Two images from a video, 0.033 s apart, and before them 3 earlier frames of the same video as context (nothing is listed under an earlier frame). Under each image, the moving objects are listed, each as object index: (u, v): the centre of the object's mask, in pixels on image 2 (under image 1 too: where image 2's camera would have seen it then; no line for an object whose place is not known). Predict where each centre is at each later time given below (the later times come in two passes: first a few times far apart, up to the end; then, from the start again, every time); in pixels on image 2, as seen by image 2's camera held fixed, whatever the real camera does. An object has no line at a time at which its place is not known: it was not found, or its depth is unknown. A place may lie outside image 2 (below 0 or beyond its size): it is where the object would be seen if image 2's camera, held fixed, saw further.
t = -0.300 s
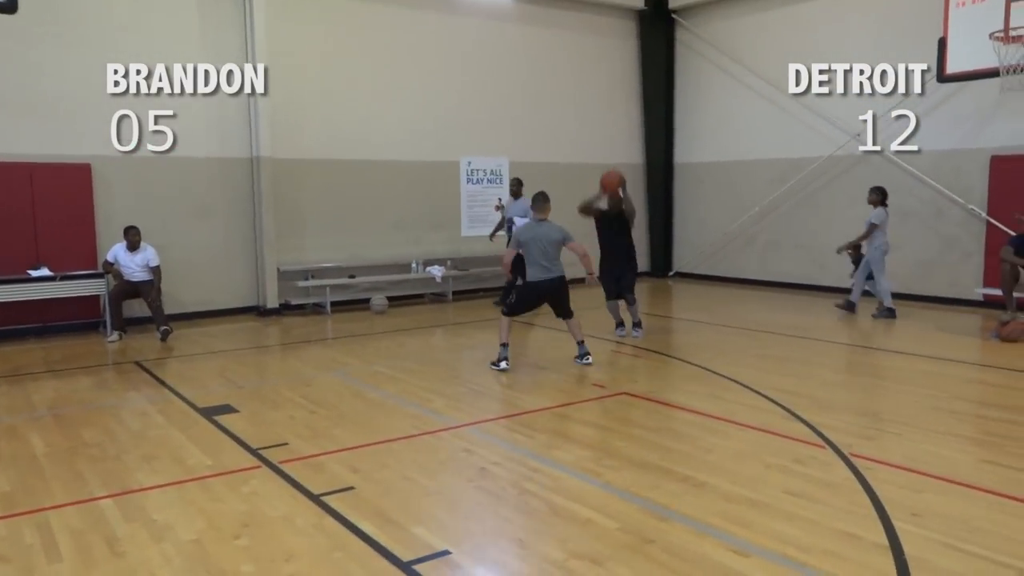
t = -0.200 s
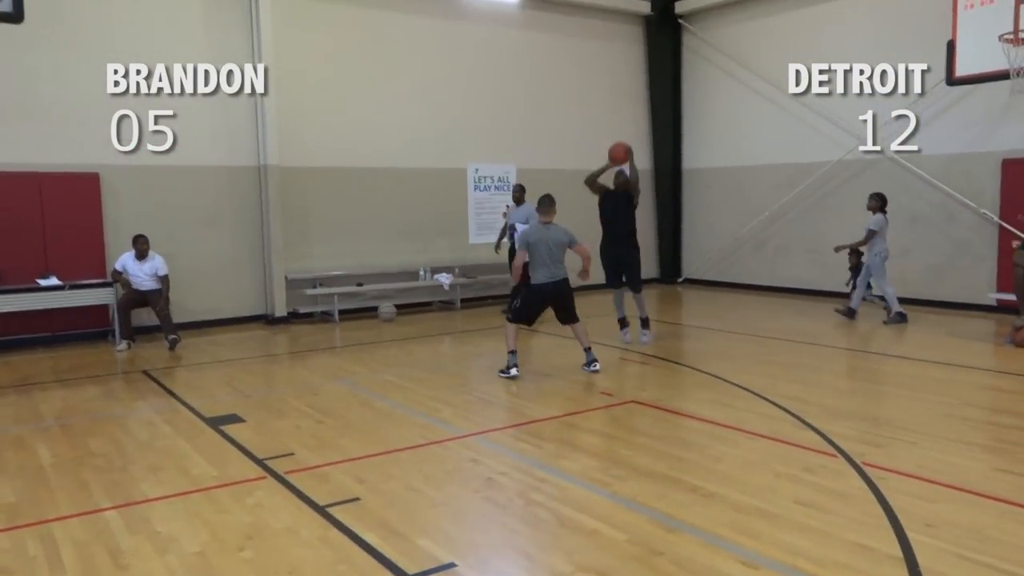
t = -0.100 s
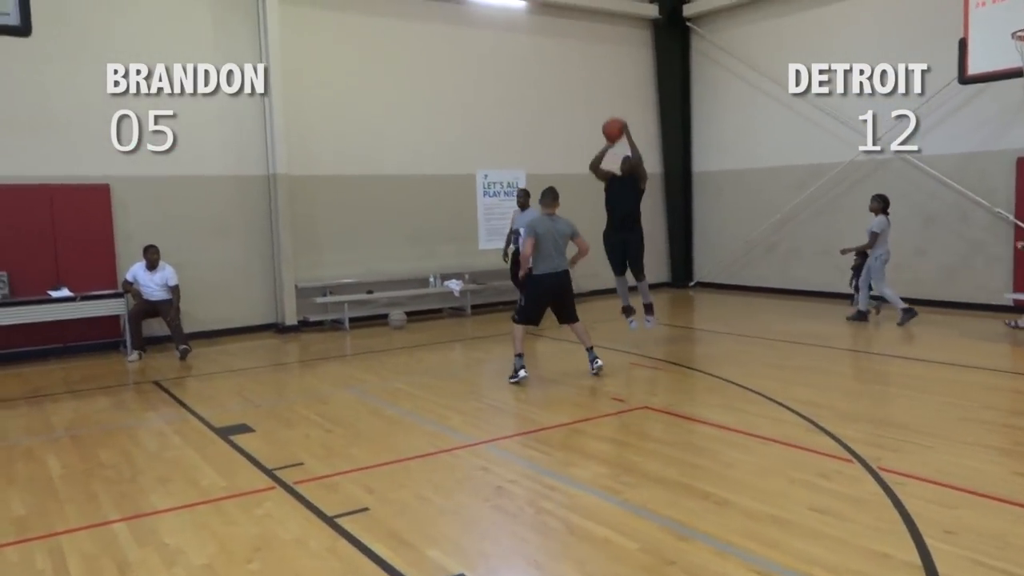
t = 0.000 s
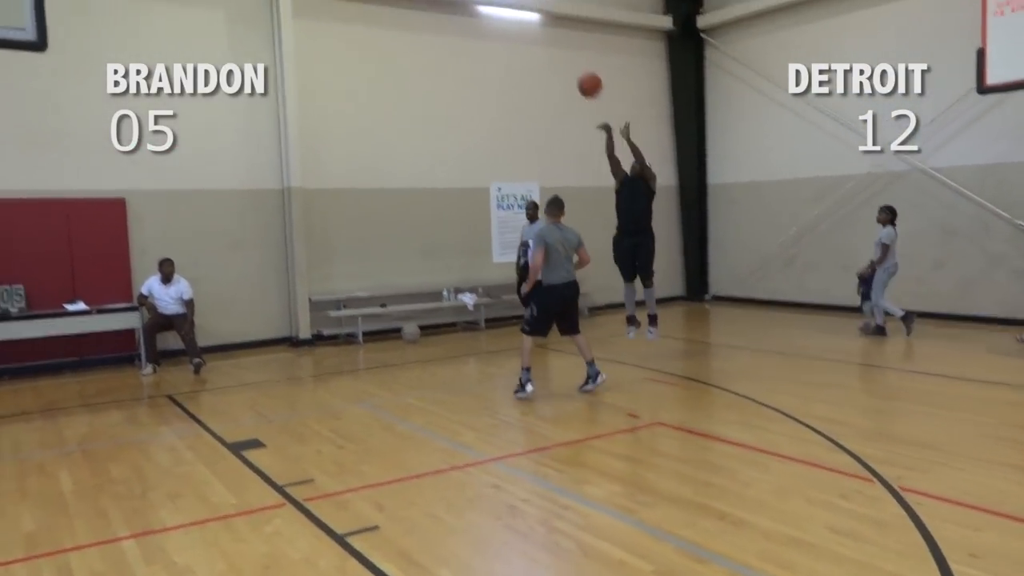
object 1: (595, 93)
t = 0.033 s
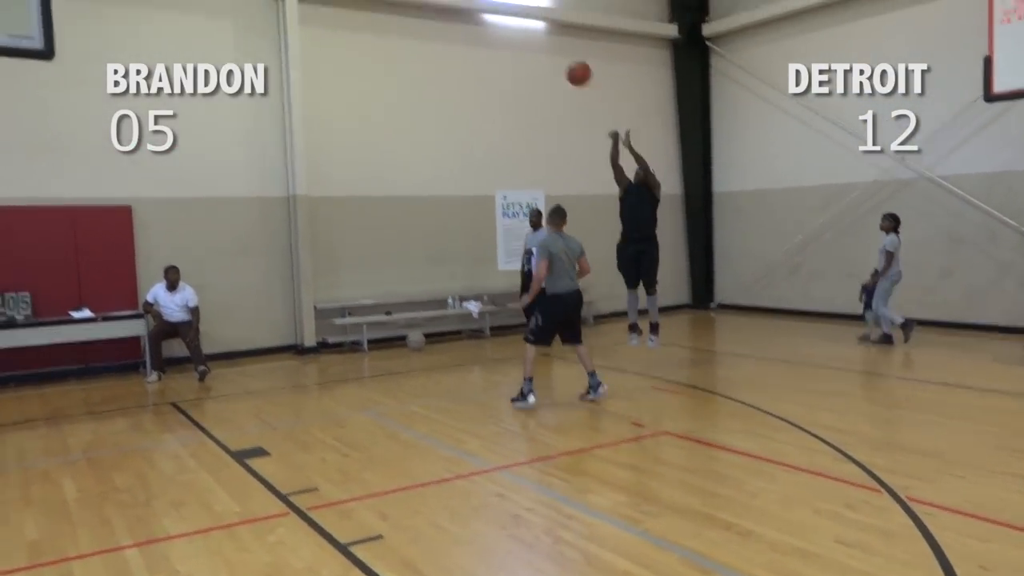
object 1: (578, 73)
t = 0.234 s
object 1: (469, -29)
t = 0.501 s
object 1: (306, -109)
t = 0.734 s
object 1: (140, -117)
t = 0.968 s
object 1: (-49, -41)
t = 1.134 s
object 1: (-154, 34)
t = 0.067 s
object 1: (562, 54)
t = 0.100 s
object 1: (543, 36)
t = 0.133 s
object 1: (525, 18)
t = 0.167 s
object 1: (507, 2)
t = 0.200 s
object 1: (488, -14)
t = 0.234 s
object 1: (469, -29)
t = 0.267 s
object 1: (451, -44)
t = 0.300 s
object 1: (431, -57)
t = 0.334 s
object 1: (411, -69)
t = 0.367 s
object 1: (391, -79)
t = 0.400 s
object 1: (370, -89)
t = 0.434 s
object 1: (350, -96)
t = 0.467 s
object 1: (329, -103)
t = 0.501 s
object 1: (306, -109)
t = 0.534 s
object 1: (284, -113)
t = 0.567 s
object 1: (261, -117)
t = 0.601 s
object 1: (237, -120)
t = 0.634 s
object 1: (214, -122)
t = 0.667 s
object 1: (190, -122)
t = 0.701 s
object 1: (165, -121)
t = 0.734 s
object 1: (140, -117)
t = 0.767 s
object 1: (115, -112)
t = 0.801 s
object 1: (89, -104)
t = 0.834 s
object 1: (63, -96)
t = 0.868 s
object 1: (36, -85)
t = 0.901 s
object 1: (7, -73)
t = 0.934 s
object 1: (-22, -58)
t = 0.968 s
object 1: (-49, -41)
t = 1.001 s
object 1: (-79, -20)
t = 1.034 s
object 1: (-108, -9)
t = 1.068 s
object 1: (-141, 7)
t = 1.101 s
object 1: (-148, 24)
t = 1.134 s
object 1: (-154, 34)
